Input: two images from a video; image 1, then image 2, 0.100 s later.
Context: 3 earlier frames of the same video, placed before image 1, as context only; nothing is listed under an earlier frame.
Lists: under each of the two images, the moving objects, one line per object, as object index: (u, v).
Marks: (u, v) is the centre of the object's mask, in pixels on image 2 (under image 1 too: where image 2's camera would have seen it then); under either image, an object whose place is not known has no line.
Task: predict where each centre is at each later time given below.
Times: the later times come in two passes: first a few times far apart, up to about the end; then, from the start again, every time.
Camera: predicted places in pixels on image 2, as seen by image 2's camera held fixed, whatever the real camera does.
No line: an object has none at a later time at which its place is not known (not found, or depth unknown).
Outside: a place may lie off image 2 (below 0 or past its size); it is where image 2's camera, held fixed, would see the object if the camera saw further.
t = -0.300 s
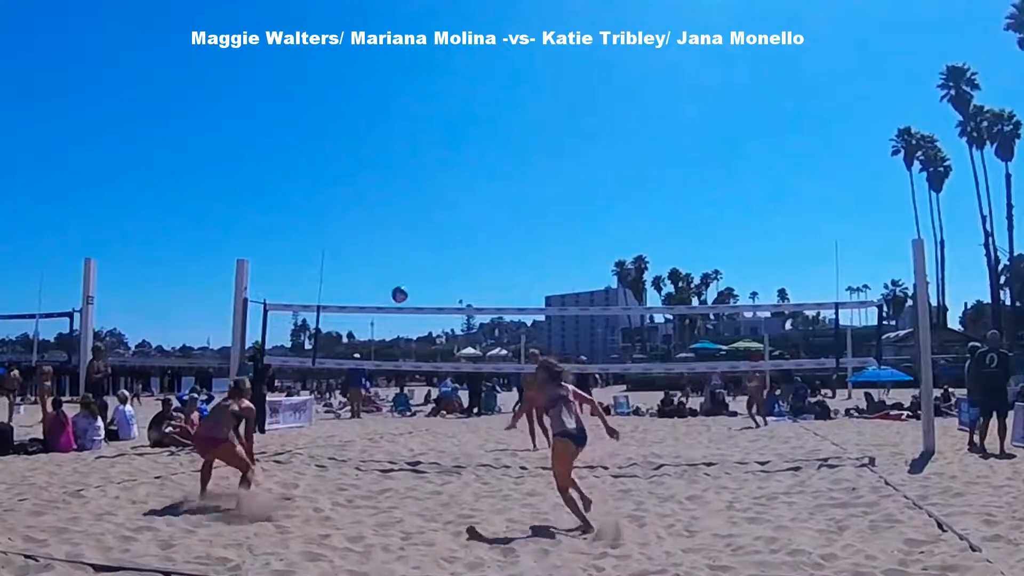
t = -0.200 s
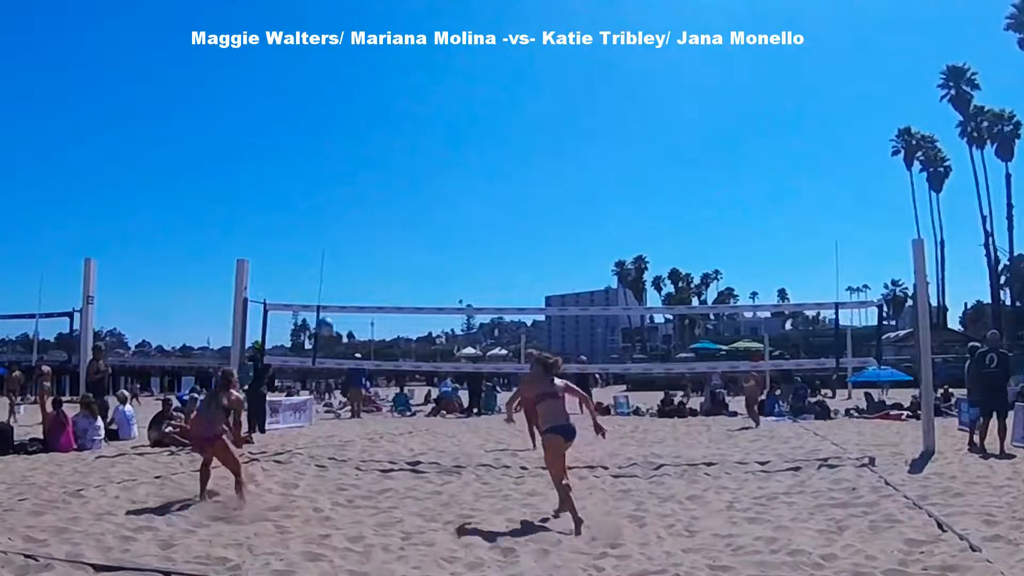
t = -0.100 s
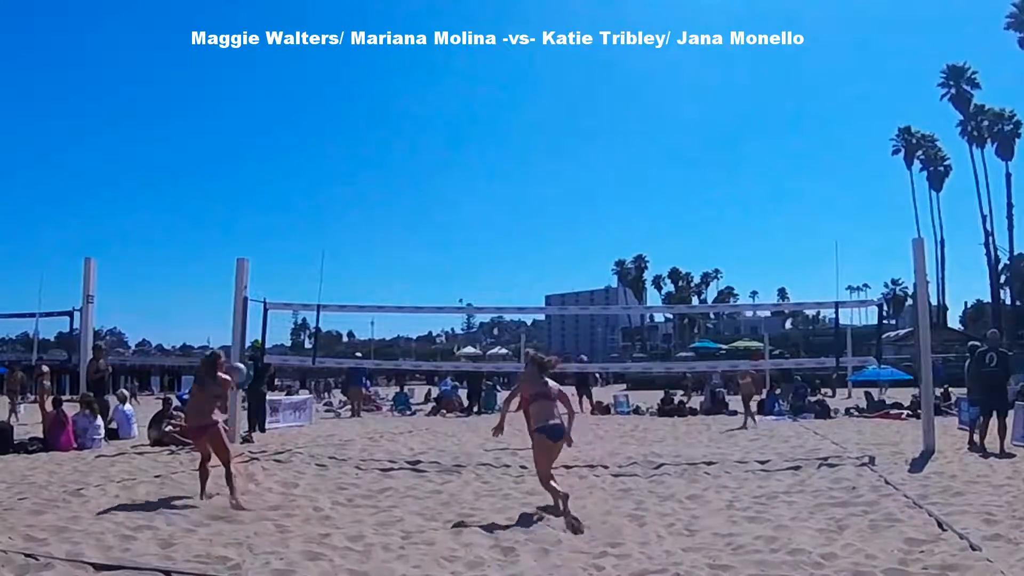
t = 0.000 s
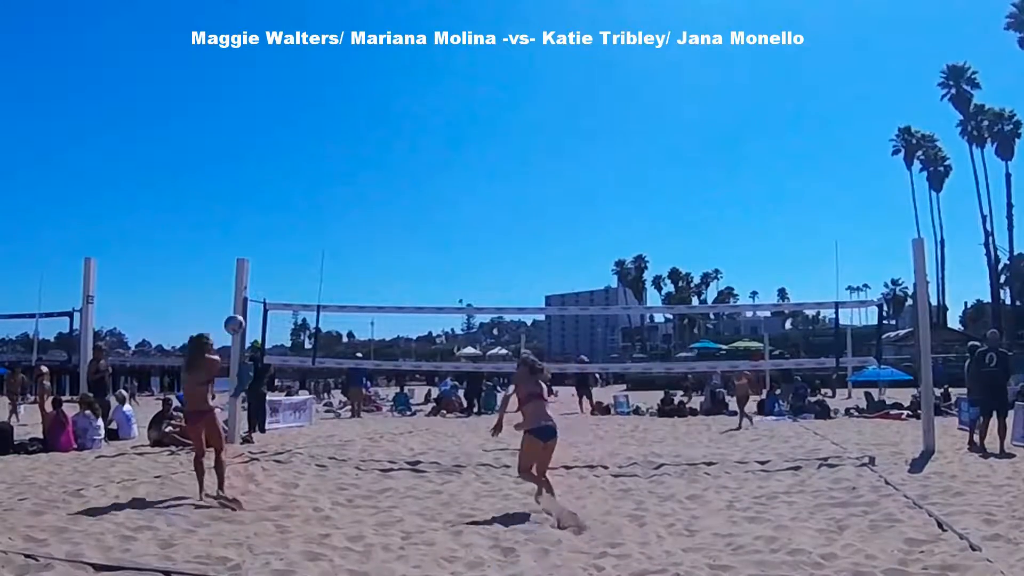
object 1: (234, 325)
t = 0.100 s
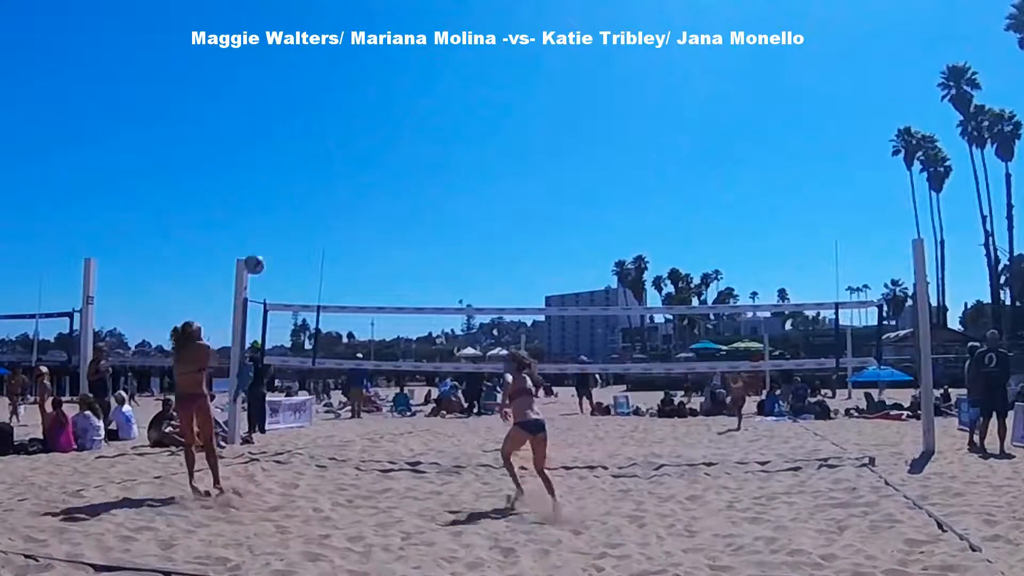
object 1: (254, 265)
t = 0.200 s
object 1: (274, 213)
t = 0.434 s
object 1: (318, 130)
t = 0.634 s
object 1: (354, 97)
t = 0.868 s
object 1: (393, 100)
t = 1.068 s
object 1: (427, 139)
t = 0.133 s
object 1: (260, 246)
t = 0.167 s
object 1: (267, 229)
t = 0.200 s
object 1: (274, 213)
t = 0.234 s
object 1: (280, 198)
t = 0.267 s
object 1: (286, 184)
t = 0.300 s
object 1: (293, 172)
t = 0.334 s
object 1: (299, 160)
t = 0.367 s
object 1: (306, 148)
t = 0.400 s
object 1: (312, 139)
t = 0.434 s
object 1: (318, 130)
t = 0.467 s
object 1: (324, 122)
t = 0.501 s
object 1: (330, 115)
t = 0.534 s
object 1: (336, 109)
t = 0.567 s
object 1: (342, 104)
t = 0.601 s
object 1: (348, 100)
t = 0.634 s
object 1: (354, 97)
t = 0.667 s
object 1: (360, 94)
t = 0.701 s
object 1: (365, 93)
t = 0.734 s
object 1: (371, 93)
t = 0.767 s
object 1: (376, 93)
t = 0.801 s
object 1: (382, 95)
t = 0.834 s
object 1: (388, 97)
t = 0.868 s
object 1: (393, 100)
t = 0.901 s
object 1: (399, 104)
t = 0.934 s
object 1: (404, 109)
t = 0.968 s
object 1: (410, 116)
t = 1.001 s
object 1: (415, 123)
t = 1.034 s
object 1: (421, 131)
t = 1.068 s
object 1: (427, 139)
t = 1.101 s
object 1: (432, 149)
